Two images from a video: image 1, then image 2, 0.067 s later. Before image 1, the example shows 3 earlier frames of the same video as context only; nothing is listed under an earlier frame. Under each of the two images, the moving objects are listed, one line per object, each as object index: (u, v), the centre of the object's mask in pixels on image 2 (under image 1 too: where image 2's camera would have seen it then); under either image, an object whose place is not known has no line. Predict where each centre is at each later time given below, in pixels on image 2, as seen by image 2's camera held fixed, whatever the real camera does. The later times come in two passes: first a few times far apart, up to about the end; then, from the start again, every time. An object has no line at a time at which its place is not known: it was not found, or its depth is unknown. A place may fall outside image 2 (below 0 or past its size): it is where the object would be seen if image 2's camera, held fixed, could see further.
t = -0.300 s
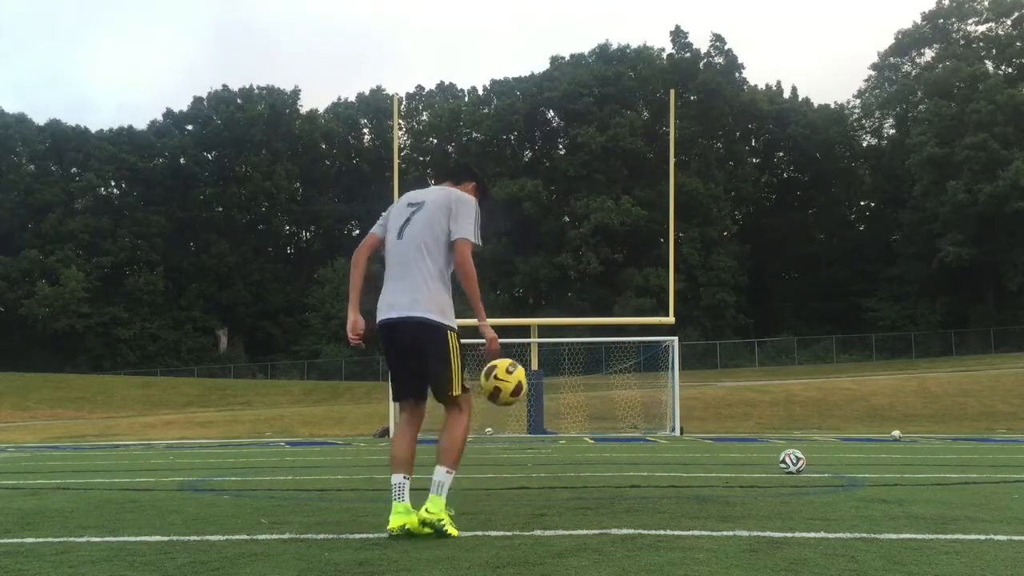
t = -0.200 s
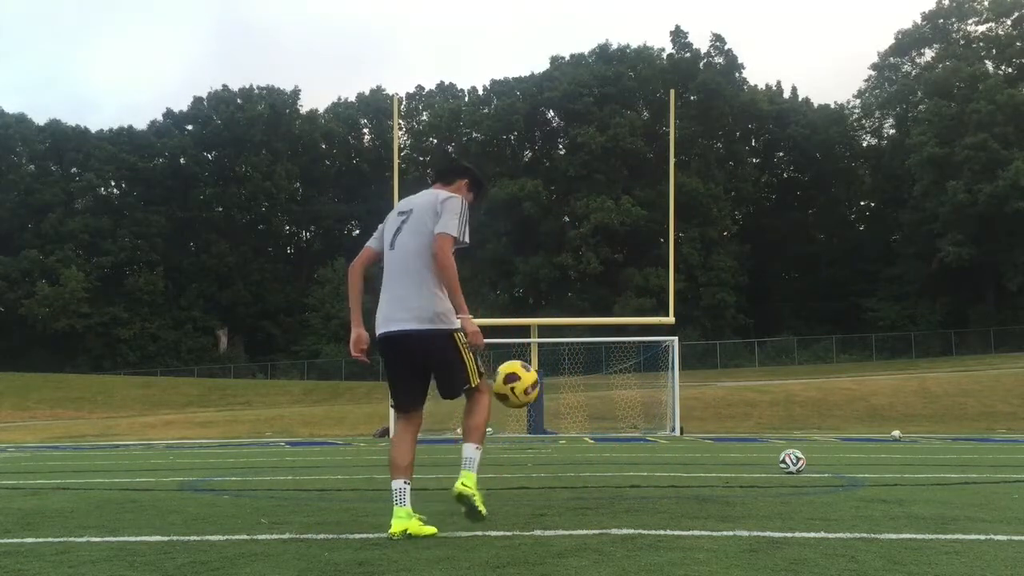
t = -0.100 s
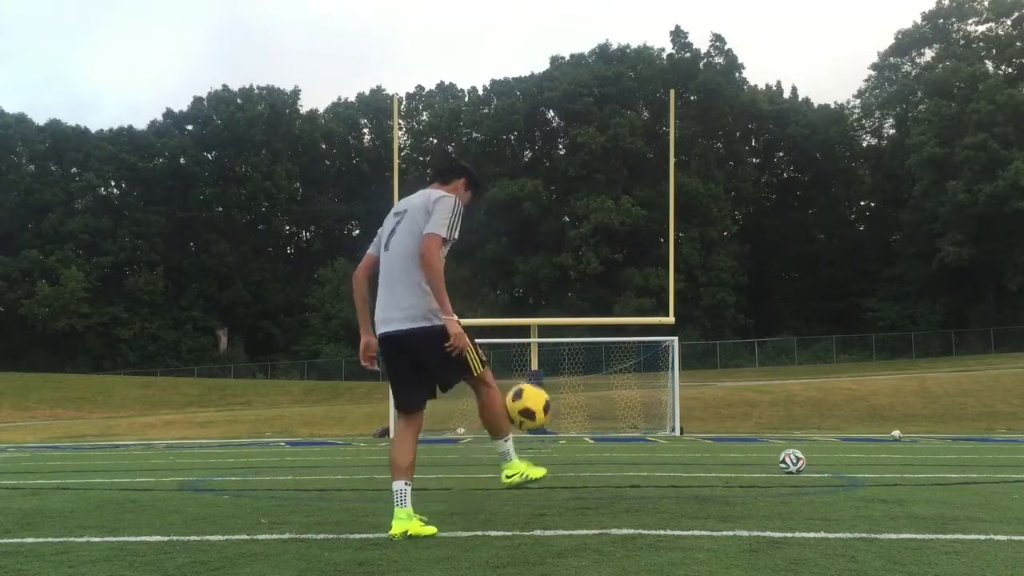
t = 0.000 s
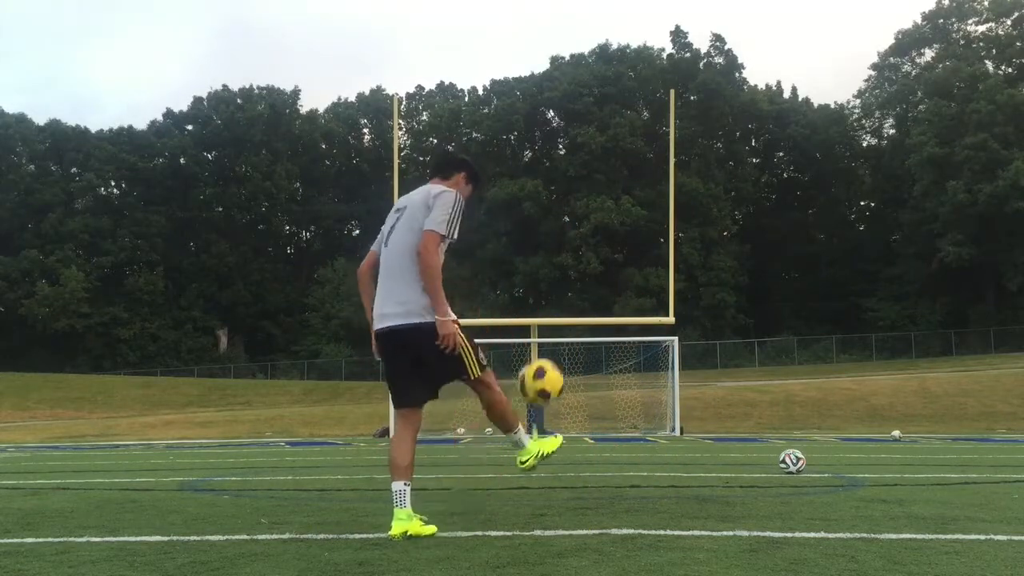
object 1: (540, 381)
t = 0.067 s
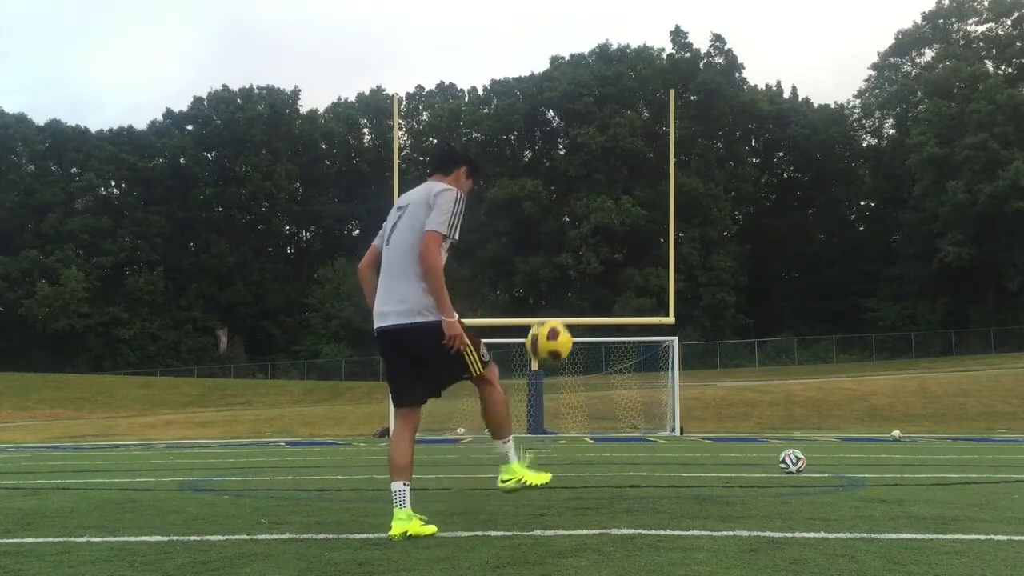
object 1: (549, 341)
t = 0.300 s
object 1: (579, 277)
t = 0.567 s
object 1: (615, 331)
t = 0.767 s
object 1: (644, 458)
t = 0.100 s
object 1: (554, 325)
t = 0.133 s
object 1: (558, 311)
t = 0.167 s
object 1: (562, 301)
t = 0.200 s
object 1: (566, 291)
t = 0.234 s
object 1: (571, 284)
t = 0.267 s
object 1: (575, 280)
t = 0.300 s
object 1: (579, 277)
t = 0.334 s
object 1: (584, 277)
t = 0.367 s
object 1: (588, 279)
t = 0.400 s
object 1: (592, 282)
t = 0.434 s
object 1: (596, 287)
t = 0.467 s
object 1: (601, 295)
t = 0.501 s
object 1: (606, 305)
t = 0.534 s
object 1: (610, 317)
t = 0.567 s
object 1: (615, 331)
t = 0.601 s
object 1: (620, 348)
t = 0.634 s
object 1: (624, 366)
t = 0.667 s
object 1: (630, 385)
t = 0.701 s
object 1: (633, 406)
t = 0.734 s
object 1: (638, 432)
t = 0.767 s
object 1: (644, 458)
